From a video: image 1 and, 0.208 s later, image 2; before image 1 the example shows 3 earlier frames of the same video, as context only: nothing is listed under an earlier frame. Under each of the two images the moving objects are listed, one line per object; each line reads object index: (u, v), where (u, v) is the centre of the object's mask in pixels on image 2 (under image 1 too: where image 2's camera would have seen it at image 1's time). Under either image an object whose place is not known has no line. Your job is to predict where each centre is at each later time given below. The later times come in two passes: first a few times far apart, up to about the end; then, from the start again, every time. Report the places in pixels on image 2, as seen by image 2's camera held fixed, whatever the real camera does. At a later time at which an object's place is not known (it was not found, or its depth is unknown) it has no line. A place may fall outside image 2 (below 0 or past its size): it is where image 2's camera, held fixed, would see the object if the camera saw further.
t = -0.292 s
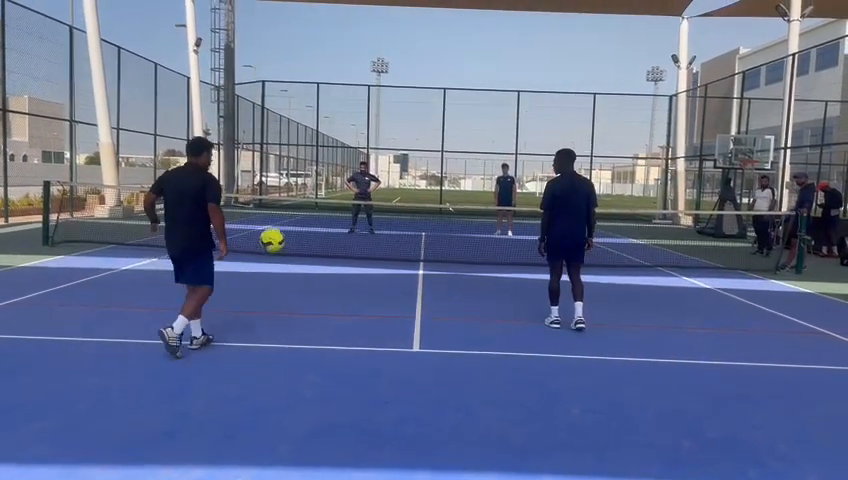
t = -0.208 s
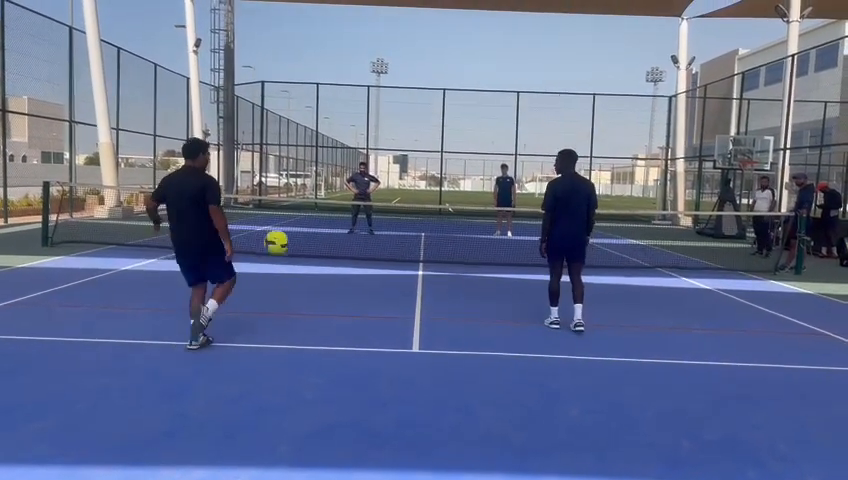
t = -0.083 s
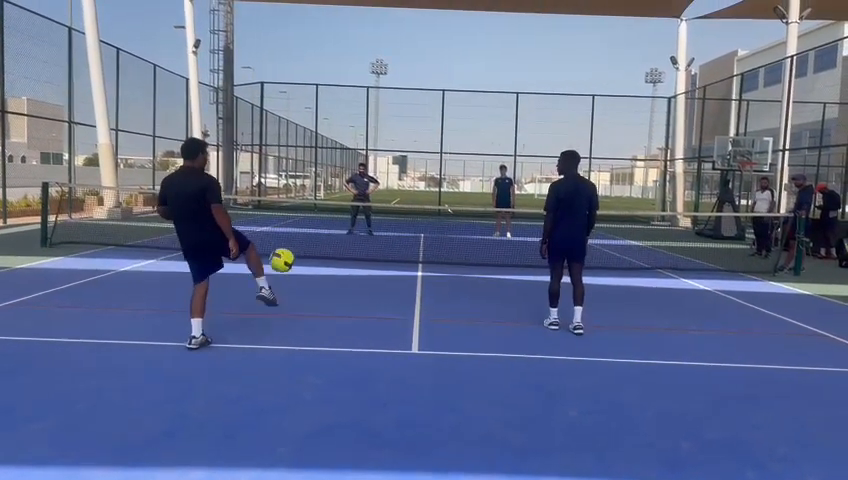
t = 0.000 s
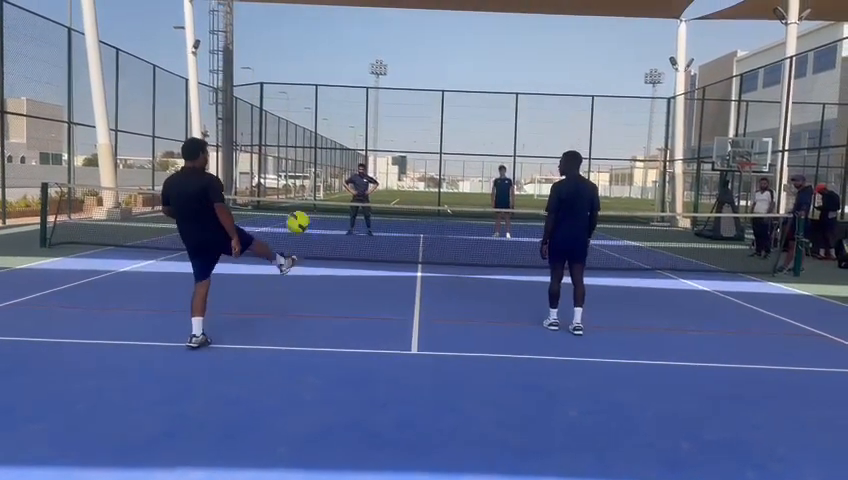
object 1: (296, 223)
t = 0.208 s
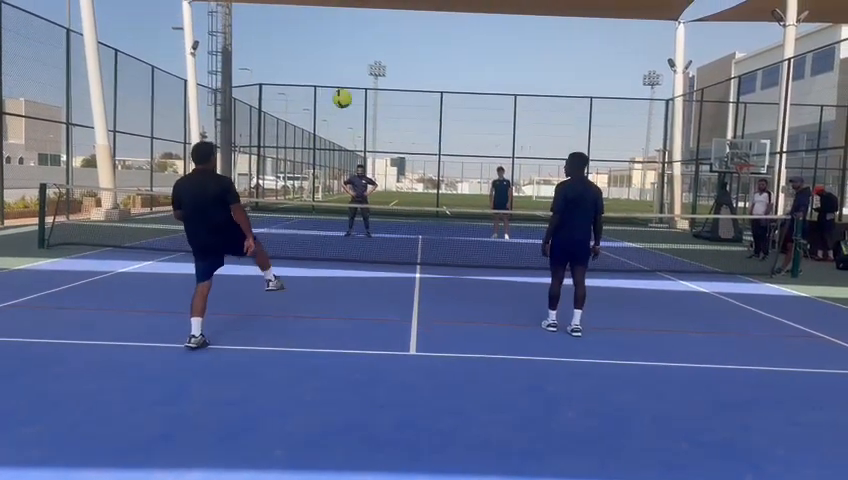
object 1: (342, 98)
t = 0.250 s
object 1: (349, 82)
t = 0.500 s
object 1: (378, 29)
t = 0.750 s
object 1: (398, 27)
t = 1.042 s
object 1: (413, 71)
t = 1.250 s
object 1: (421, 121)
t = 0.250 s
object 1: (349, 82)
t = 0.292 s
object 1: (355, 69)
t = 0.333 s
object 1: (361, 57)
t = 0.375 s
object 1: (366, 48)
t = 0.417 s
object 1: (370, 40)
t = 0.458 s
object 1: (375, 33)
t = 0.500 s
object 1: (378, 29)
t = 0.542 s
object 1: (382, 25)
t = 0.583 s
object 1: (386, 23)
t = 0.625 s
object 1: (389, 23)
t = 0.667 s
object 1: (392, 23)
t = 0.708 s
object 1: (395, 25)
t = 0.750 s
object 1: (398, 27)
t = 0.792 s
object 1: (400, 31)
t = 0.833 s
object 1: (403, 36)
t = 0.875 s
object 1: (405, 41)
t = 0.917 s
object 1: (407, 48)
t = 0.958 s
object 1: (409, 55)
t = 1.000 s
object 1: (411, 63)
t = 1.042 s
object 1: (413, 71)
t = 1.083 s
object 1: (415, 80)
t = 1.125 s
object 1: (417, 89)
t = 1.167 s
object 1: (418, 100)
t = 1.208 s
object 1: (420, 111)
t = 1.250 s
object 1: (421, 121)
